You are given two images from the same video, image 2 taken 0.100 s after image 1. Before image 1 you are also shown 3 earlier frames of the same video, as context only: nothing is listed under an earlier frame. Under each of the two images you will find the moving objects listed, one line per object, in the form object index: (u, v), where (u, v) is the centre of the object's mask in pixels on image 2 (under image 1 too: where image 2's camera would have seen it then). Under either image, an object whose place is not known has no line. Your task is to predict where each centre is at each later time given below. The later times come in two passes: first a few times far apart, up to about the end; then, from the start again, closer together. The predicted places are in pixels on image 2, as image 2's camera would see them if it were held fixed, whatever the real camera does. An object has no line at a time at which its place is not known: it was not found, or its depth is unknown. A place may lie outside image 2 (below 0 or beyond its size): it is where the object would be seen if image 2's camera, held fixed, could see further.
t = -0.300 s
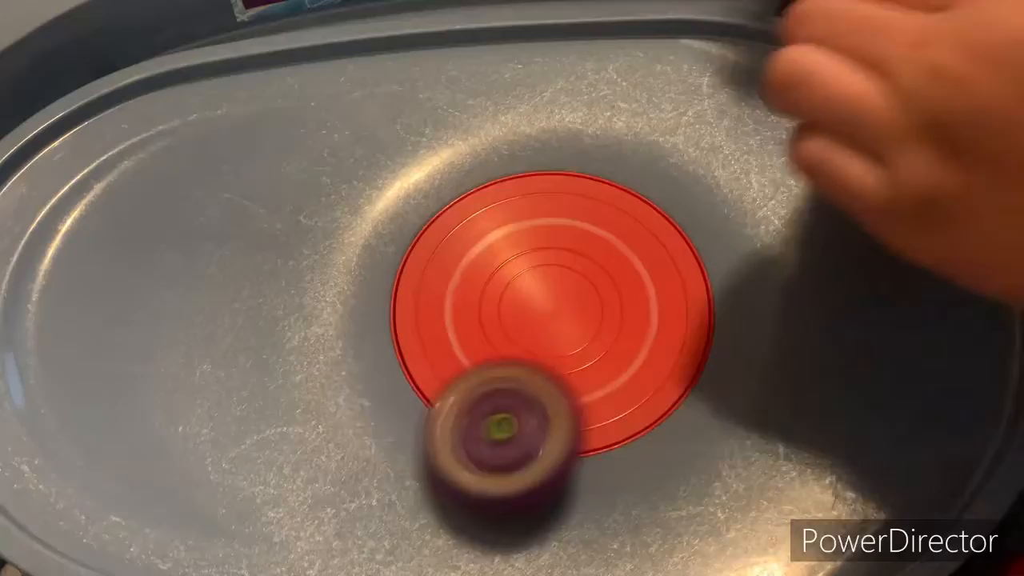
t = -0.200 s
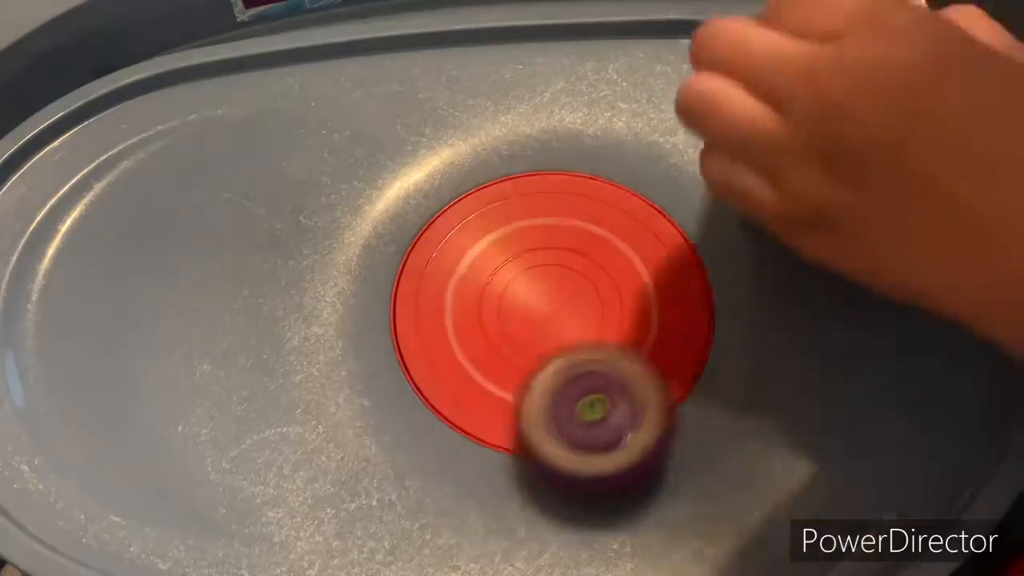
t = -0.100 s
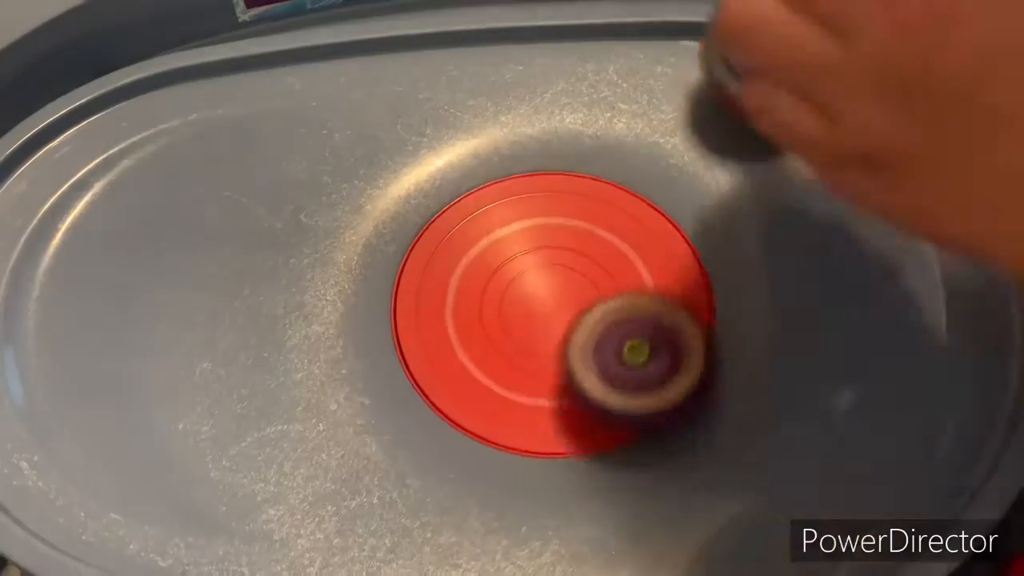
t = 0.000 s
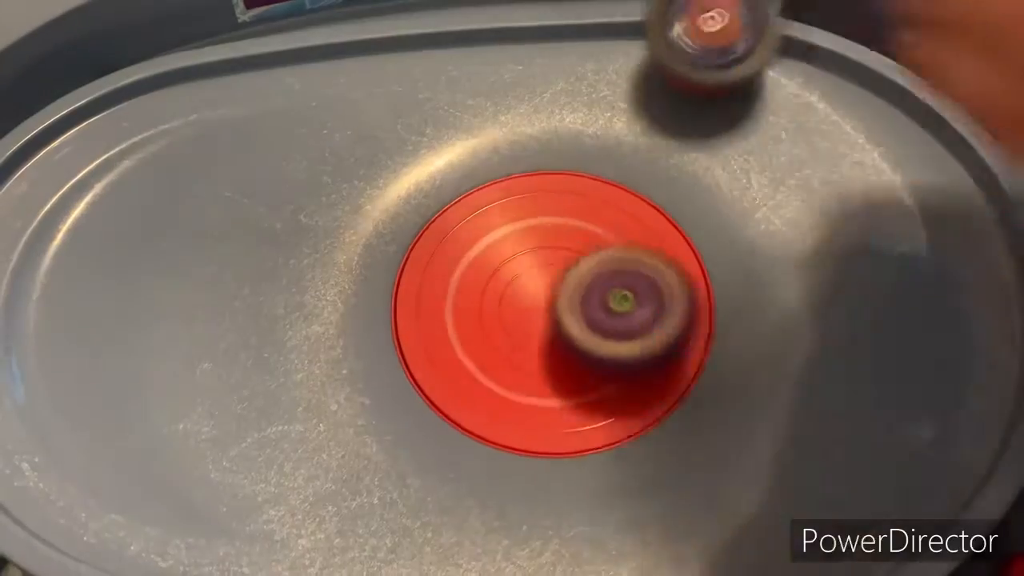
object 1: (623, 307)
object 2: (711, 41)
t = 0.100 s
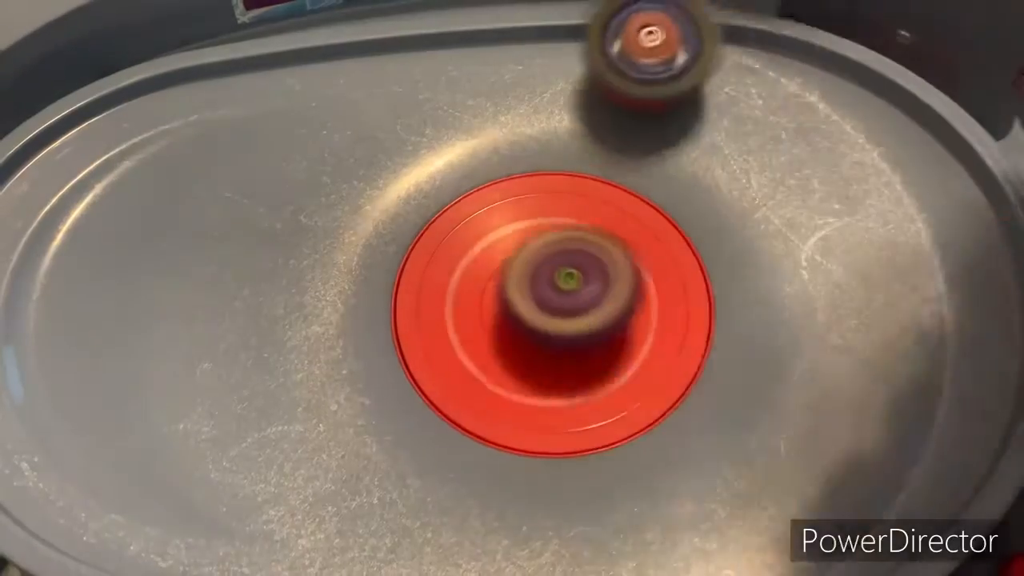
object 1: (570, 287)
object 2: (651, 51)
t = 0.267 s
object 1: (472, 267)
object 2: (617, 80)
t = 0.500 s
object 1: (459, 178)
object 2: (608, 129)
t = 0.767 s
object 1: (486, 250)
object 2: (643, 294)
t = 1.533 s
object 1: (352, 238)
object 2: (921, 178)
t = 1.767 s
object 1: (462, 226)
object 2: (666, 44)
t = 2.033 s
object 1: (761, 252)
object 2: (262, 202)
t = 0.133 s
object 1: (549, 285)
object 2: (637, 54)
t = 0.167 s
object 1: (530, 286)
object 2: (627, 59)
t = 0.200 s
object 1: (509, 283)
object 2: (620, 66)
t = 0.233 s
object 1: (489, 277)
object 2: (617, 73)
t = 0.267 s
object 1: (472, 267)
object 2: (617, 80)
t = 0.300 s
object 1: (459, 256)
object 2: (621, 87)
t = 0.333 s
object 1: (451, 241)
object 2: (624, 94)
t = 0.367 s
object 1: (448, 225)
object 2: (626, 101)
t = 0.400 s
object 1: (448, 211)
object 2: (625, 108)
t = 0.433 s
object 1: (453, 199)
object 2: (619, 113)
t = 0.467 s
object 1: (463, 184)
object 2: (607, 121)
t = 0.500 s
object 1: (459, 178)
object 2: (608, 129)
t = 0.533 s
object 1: (440, 177)
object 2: (624, 136)
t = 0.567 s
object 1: (427, 181)
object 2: (633, 145)
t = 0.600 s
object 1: (423, 192)
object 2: (636, 158)
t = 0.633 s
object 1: (426, 206)
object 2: (631, 174)
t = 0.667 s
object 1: (433, 220)
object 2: (629, 195)
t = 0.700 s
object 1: (449, 232)
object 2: (629, 218)
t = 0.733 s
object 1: (469, 244)
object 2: (631, 254)
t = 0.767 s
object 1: (486, 250)
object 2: (643, 294)
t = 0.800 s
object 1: (496, 251)
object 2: (665, 341)
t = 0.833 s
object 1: (510, 252)
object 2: (684, 394)
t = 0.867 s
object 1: (526, 250)
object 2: (700, 446)
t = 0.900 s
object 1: (543, 247)
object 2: (717, 492)
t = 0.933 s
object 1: (562, 243)
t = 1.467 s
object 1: (374, 275)
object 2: (948, 246)
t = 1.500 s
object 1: (358, 254)
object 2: (941, 213)
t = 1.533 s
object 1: (352, 238)
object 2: (921, 178)
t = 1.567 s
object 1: (351, 227)
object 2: (899, 146)
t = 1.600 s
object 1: (358, 220)
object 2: (870, 118)
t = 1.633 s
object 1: (369, 215)
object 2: (838, 93)
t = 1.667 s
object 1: (387, 216)
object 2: (803, 71)
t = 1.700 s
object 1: (407, 221)
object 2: (760, 55)
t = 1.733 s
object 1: (432, 226)
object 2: (714, 47)
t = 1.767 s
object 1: (462, 226)
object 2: (666, 44)
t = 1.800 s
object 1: (496, 226)
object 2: (618, 44)
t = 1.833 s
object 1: (534, 224)
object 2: (568, 47)
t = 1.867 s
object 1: (577, 223)
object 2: (515, 54)
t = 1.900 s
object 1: (620, 223)
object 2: (463, 73)
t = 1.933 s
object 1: (663, 227)
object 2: (410, 94)
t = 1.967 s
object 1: (704, 234)
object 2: (359, 125)
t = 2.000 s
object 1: (738, 243)
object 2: (309, 159)
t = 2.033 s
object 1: (761, 252)
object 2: (262, 202)
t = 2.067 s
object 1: (774, 260)
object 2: (218, 250)
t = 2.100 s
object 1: (778, 267)
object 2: (179, 308)
